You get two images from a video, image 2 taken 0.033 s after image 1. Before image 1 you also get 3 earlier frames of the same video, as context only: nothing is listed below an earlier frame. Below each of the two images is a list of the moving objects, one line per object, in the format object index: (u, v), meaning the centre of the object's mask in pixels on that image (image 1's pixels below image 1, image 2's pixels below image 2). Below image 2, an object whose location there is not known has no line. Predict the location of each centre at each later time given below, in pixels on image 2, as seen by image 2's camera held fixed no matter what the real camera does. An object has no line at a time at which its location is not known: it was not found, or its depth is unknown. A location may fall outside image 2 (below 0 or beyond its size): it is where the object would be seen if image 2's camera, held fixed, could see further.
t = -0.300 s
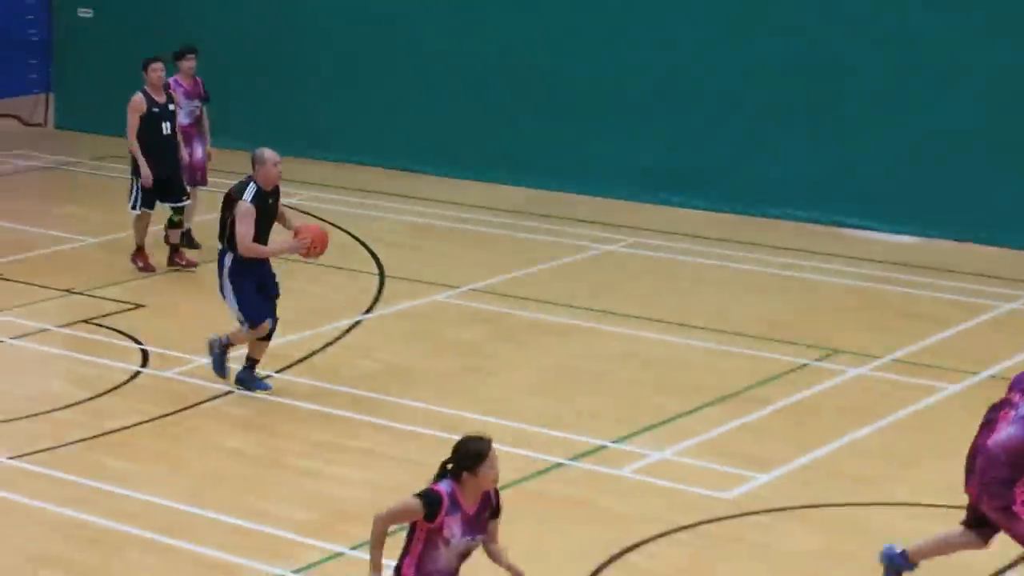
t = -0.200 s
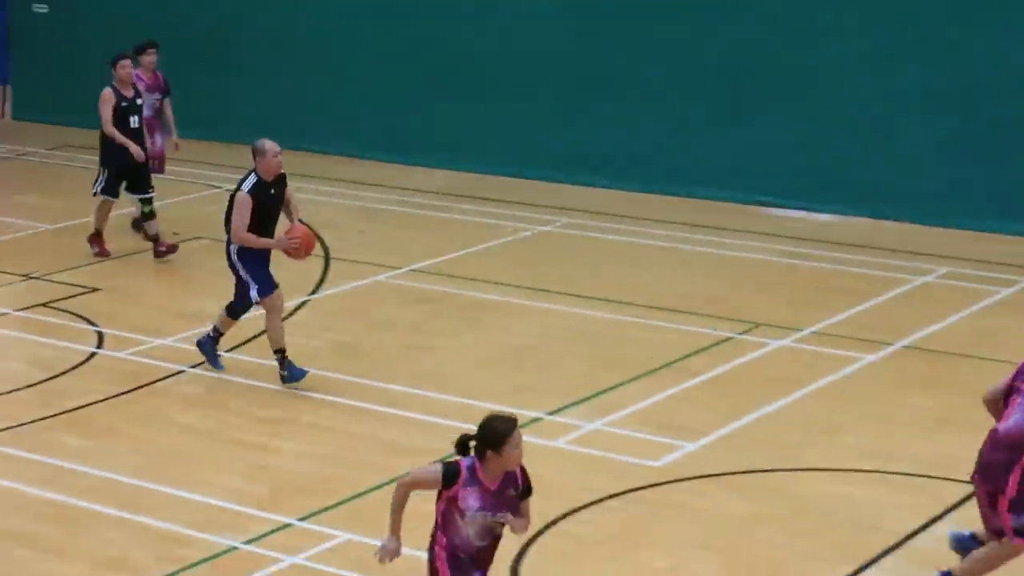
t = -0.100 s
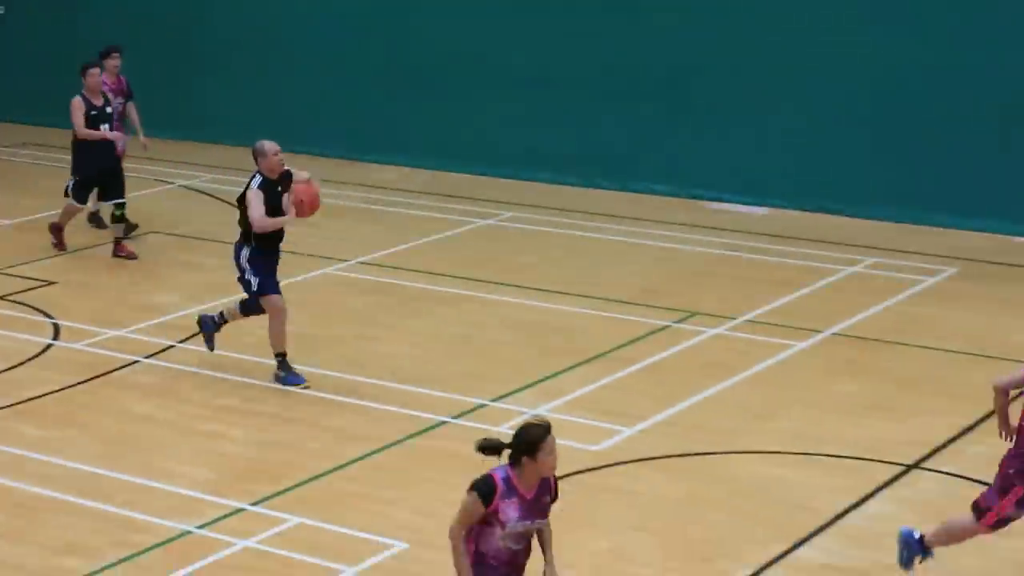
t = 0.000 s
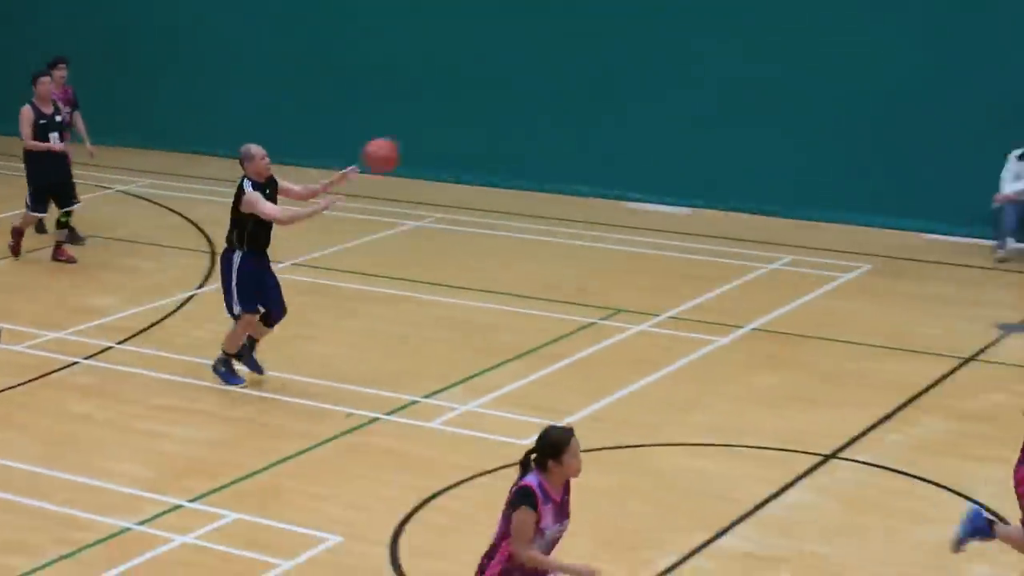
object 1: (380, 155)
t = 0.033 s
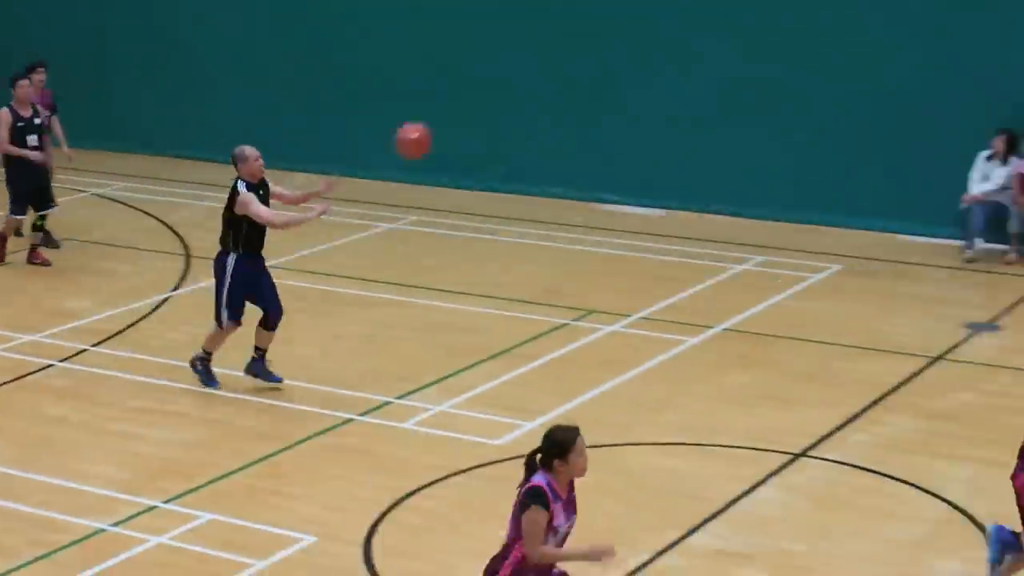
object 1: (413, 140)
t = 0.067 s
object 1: (468, 124)
